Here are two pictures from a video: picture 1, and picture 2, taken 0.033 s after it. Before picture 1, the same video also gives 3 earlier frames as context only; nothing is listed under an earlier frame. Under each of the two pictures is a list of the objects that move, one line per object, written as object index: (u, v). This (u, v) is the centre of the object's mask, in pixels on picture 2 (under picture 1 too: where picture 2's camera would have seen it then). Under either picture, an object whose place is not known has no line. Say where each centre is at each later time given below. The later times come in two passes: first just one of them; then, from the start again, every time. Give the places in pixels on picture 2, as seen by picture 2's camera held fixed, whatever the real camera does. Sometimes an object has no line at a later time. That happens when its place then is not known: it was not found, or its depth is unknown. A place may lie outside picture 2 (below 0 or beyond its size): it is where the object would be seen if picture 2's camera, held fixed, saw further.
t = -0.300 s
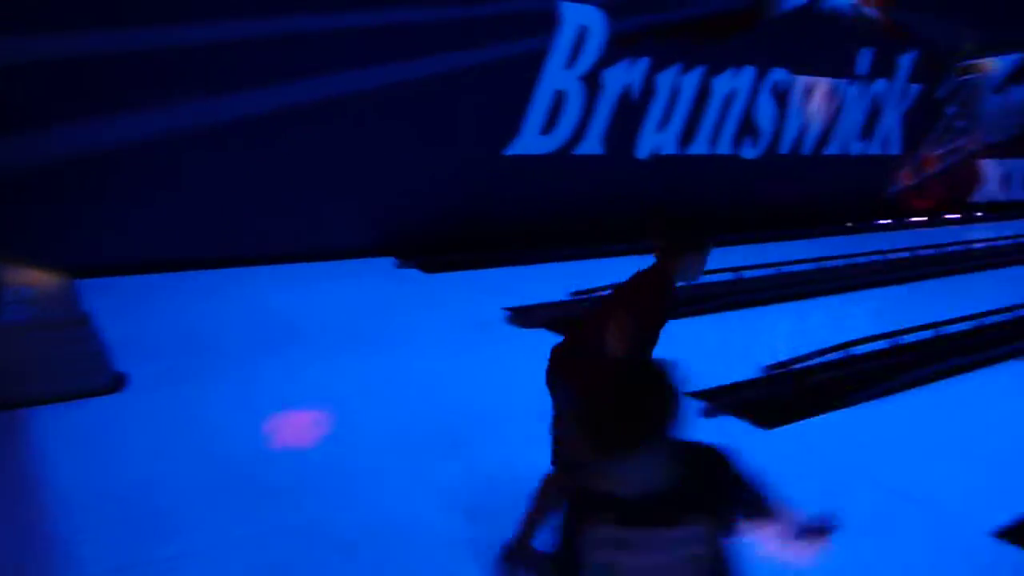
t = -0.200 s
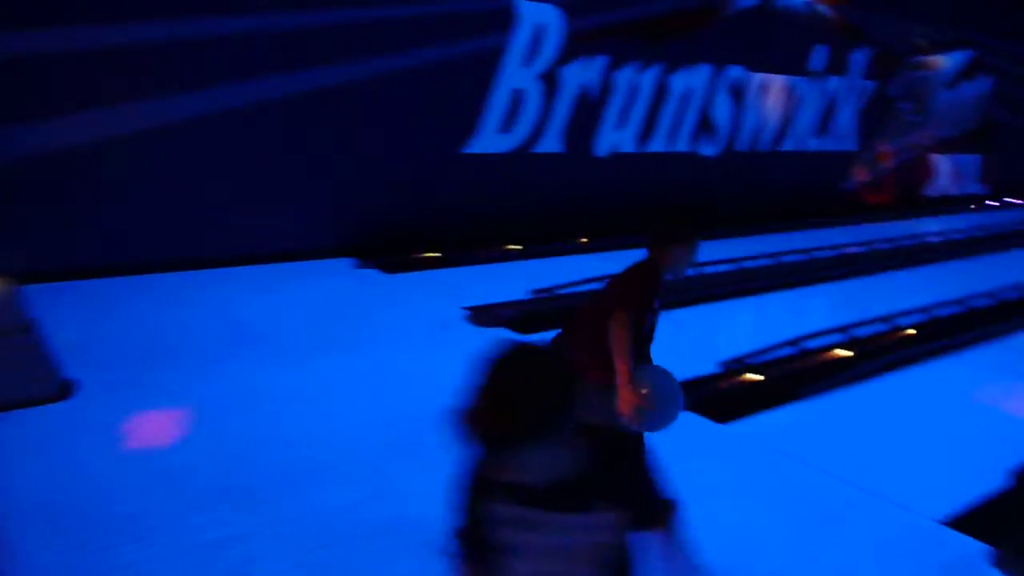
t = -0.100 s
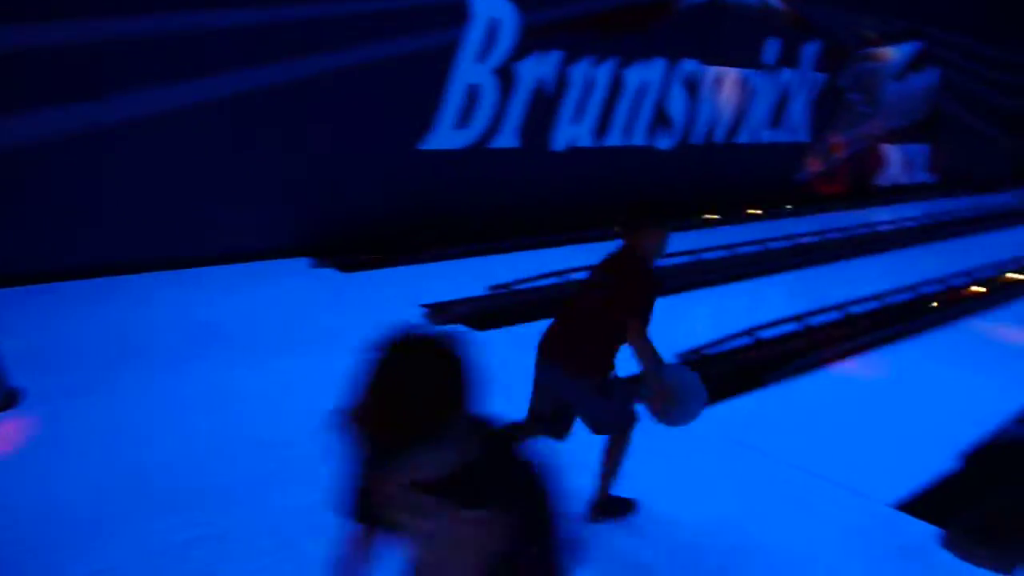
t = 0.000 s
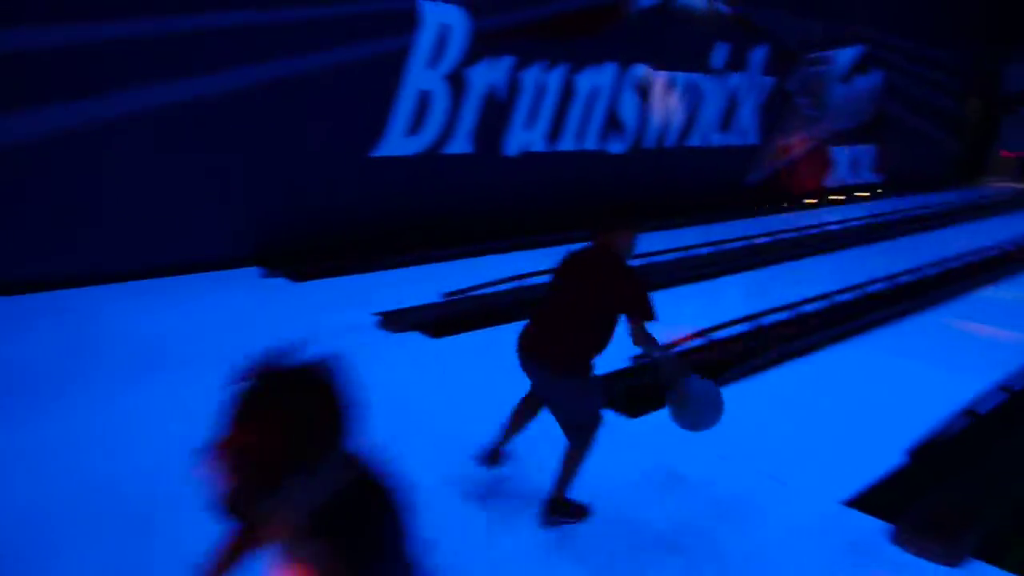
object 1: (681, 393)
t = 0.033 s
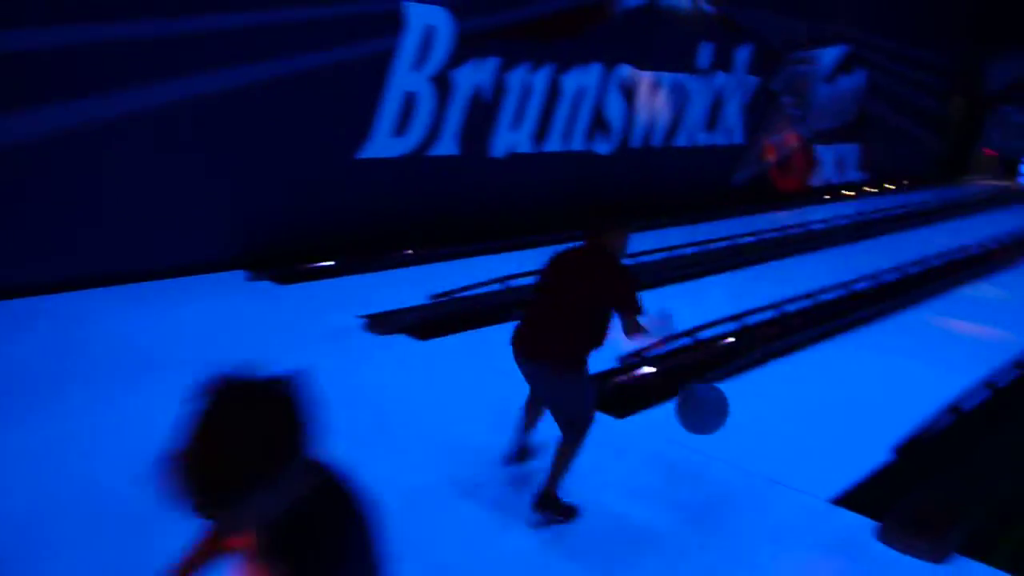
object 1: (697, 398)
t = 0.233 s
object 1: (790, 382)
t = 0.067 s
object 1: (716, 406)
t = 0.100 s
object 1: (730, 415)
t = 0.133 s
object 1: (745, 420)
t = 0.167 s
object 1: (759, 405)
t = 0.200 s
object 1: (775, 393)
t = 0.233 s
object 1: (790, 382)
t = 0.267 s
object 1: (804, 373)
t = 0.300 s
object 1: (817, 366)
